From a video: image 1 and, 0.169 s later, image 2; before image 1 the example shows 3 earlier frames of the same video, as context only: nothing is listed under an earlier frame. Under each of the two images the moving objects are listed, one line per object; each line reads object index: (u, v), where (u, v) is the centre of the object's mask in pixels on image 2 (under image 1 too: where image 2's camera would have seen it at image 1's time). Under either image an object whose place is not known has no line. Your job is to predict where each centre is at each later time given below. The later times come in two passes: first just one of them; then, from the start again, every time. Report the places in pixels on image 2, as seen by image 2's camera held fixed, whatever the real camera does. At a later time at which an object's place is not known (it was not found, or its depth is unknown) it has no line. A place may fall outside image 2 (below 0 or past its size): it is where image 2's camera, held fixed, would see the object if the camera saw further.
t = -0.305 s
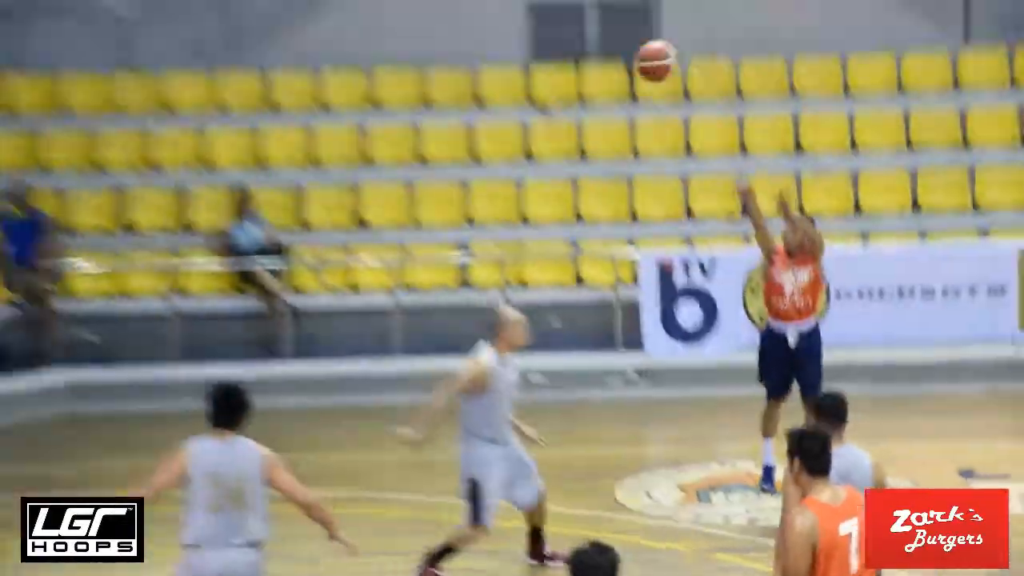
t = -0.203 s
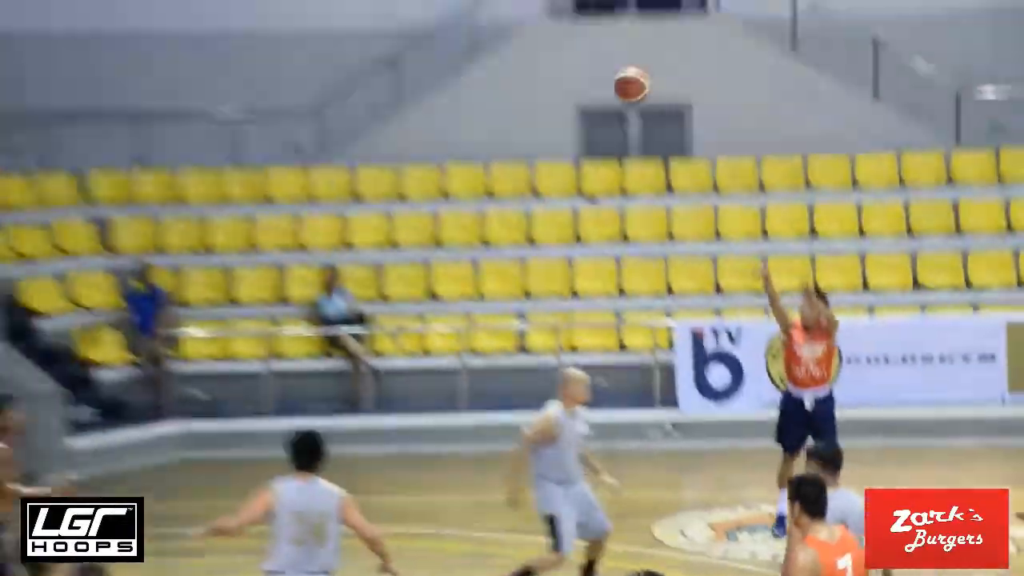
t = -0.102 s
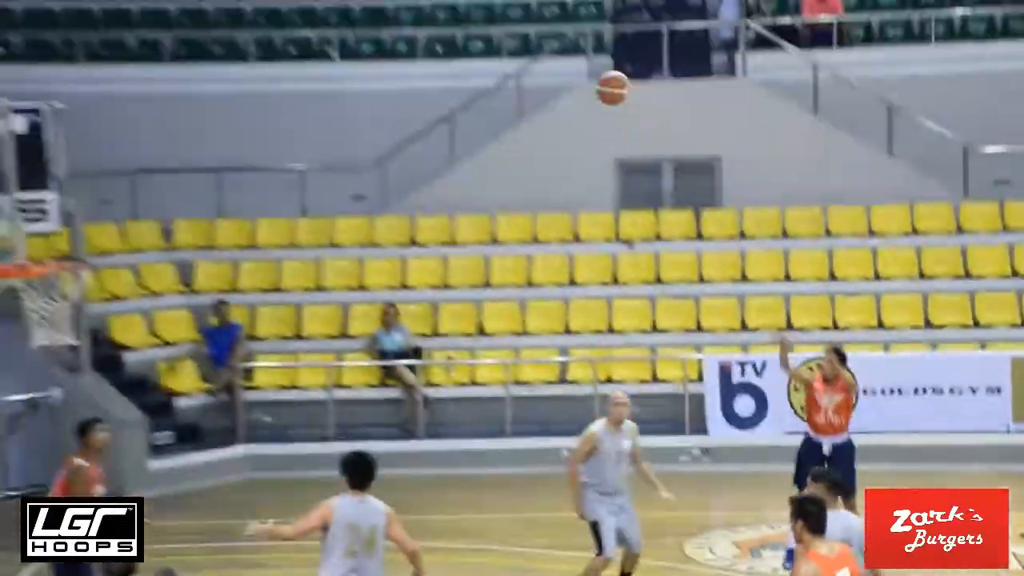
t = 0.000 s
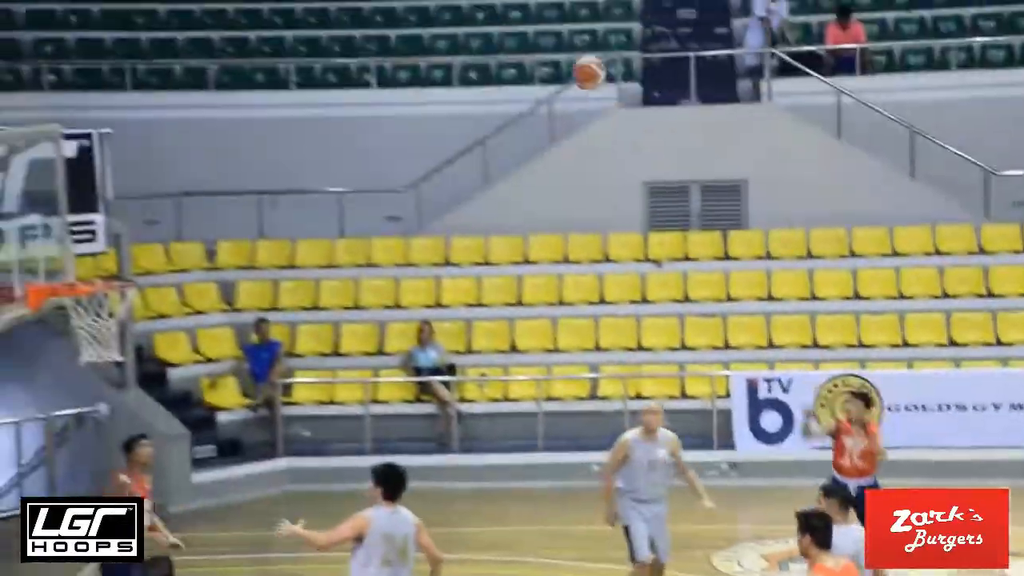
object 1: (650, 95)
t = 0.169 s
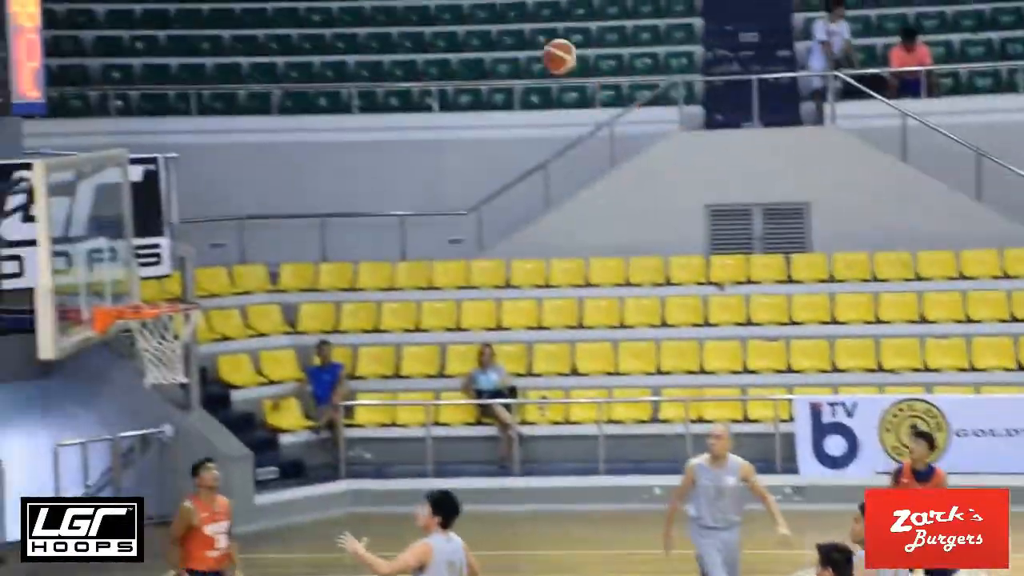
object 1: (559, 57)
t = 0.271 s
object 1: (504, 51)
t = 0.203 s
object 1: (541, 54)
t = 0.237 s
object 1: (523, 51)
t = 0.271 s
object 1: (504, 51)
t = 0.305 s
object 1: (484, 52)
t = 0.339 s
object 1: (465, 55)
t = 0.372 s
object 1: (445, 59)
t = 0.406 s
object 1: (427, 65)
